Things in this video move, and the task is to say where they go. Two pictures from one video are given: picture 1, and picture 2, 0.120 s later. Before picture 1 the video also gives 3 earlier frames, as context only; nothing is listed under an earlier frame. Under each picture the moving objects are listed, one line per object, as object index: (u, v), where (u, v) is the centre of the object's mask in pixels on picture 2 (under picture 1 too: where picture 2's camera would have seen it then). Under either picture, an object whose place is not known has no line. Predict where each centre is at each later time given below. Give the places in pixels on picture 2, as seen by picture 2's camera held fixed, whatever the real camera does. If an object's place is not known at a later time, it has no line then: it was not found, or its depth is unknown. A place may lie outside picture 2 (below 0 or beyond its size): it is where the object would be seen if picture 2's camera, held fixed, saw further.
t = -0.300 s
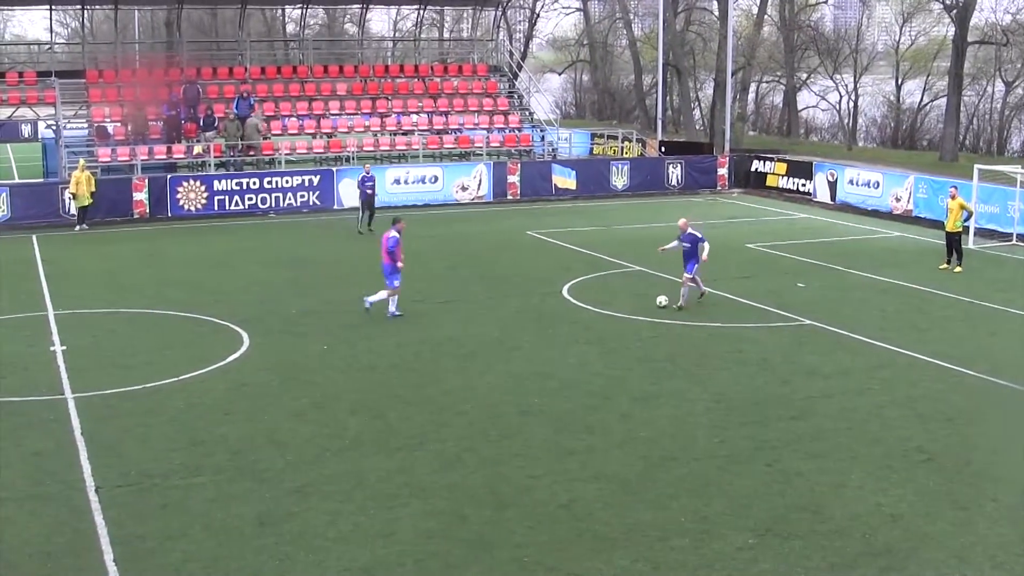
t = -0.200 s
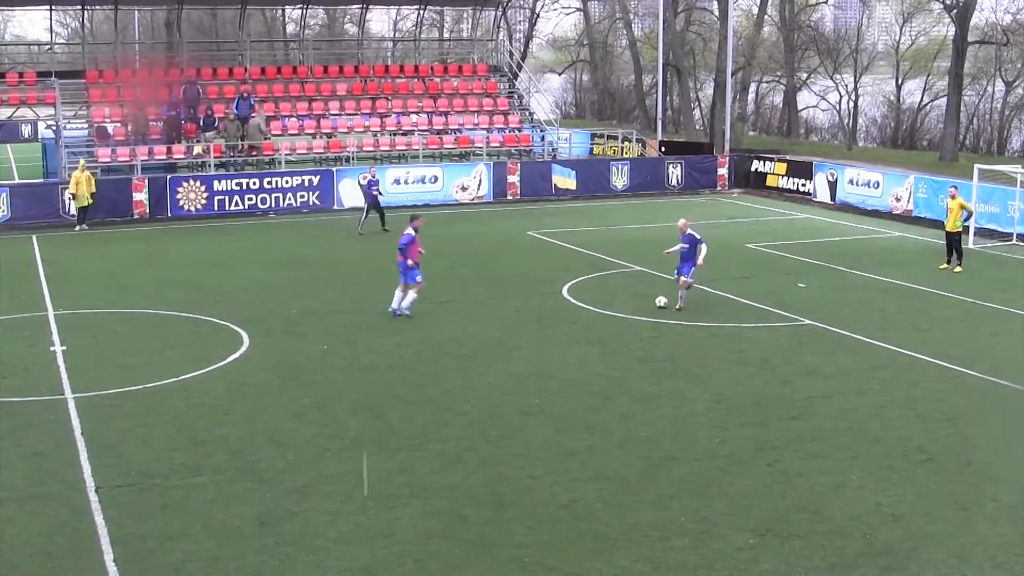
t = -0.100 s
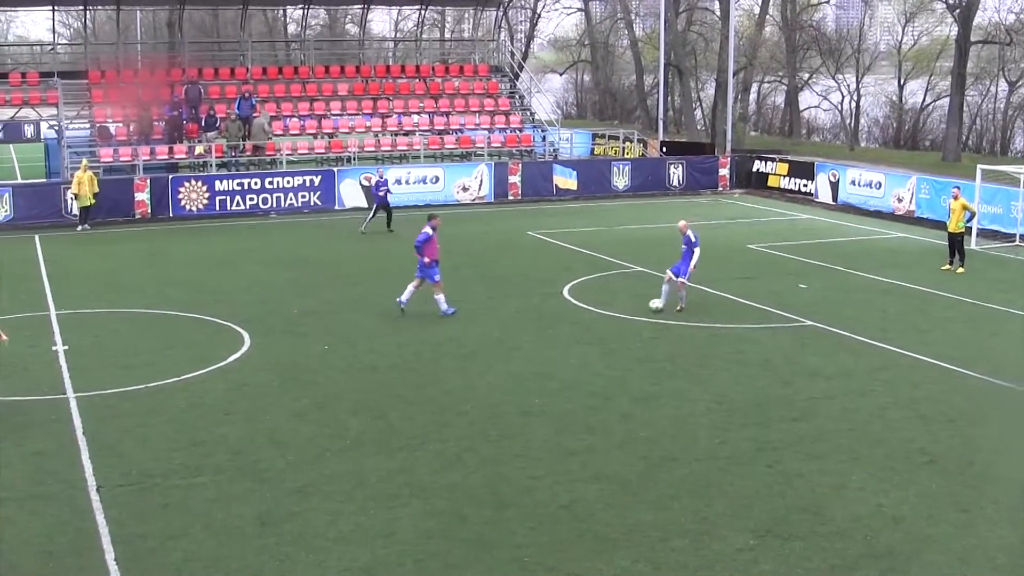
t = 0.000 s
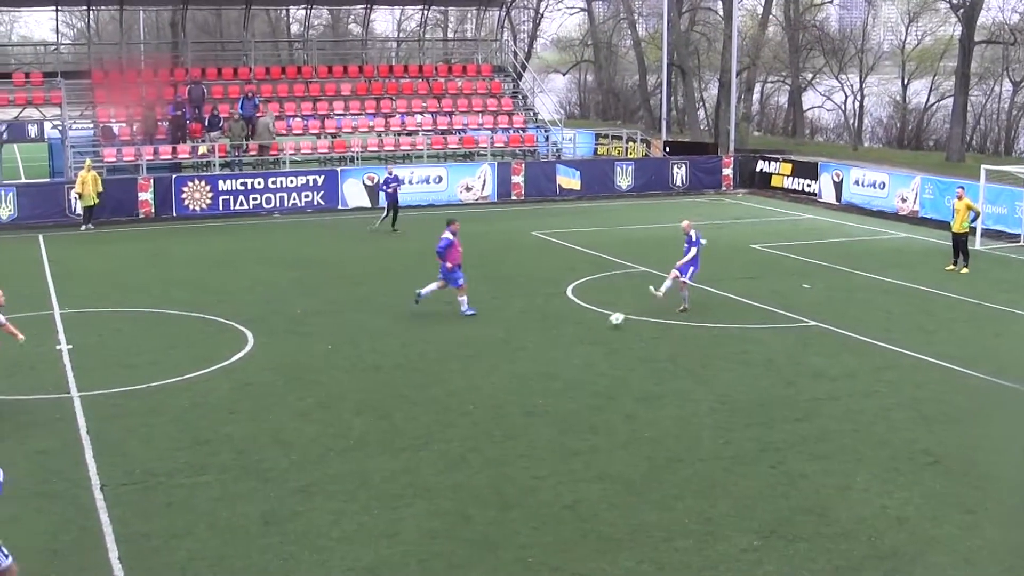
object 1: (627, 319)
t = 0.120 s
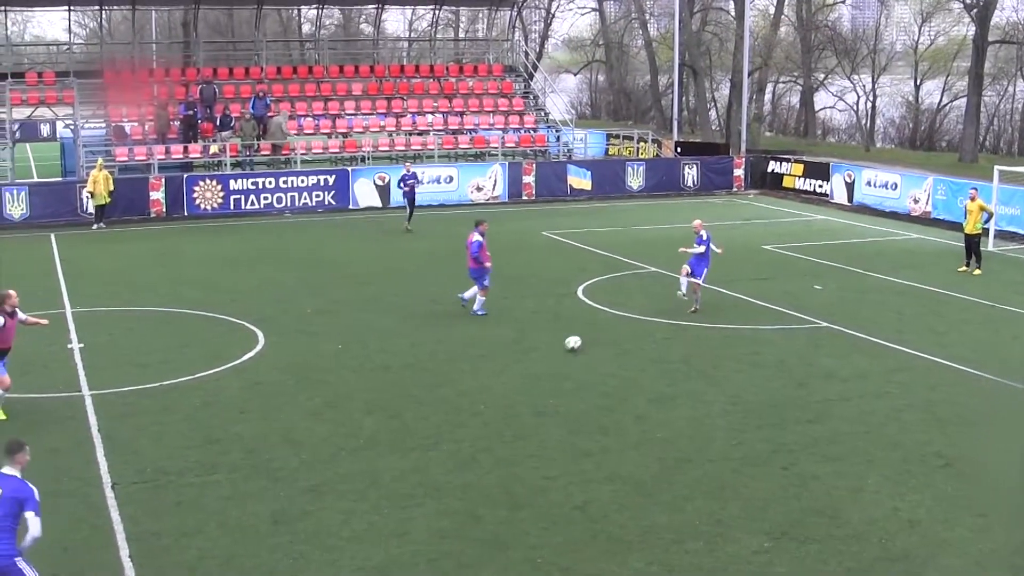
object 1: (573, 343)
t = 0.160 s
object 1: (555, 351)
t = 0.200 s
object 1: (536, 360)
